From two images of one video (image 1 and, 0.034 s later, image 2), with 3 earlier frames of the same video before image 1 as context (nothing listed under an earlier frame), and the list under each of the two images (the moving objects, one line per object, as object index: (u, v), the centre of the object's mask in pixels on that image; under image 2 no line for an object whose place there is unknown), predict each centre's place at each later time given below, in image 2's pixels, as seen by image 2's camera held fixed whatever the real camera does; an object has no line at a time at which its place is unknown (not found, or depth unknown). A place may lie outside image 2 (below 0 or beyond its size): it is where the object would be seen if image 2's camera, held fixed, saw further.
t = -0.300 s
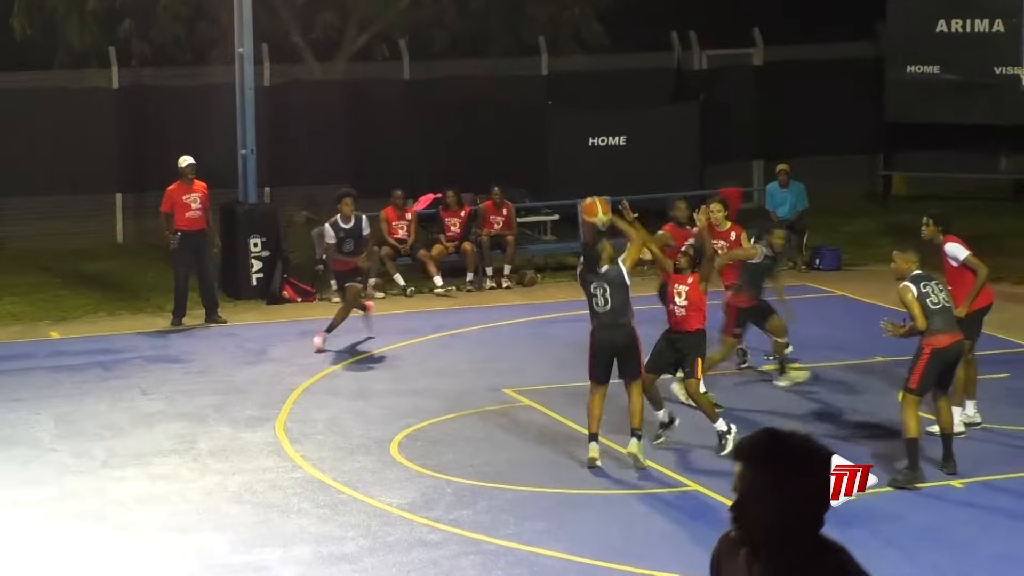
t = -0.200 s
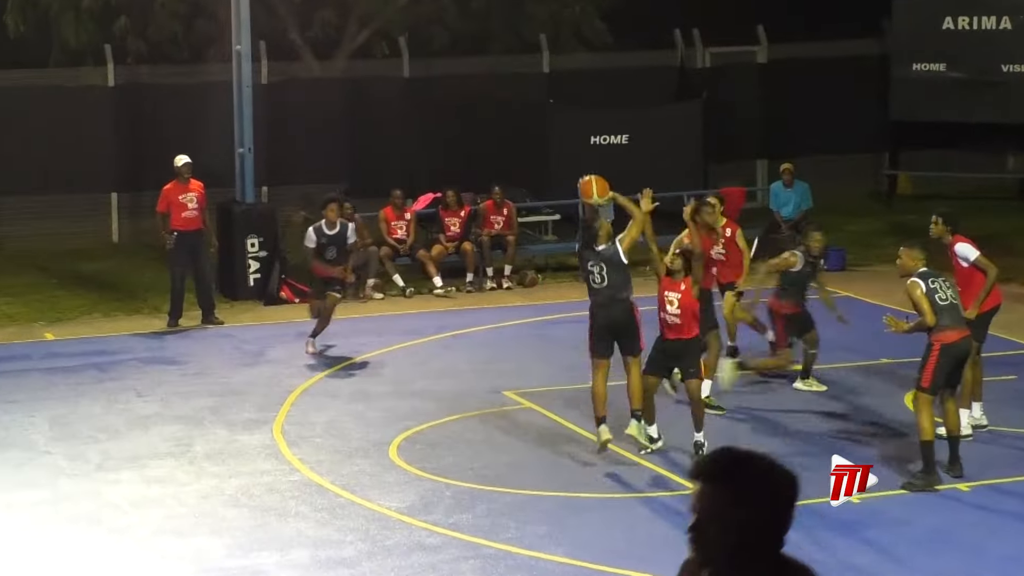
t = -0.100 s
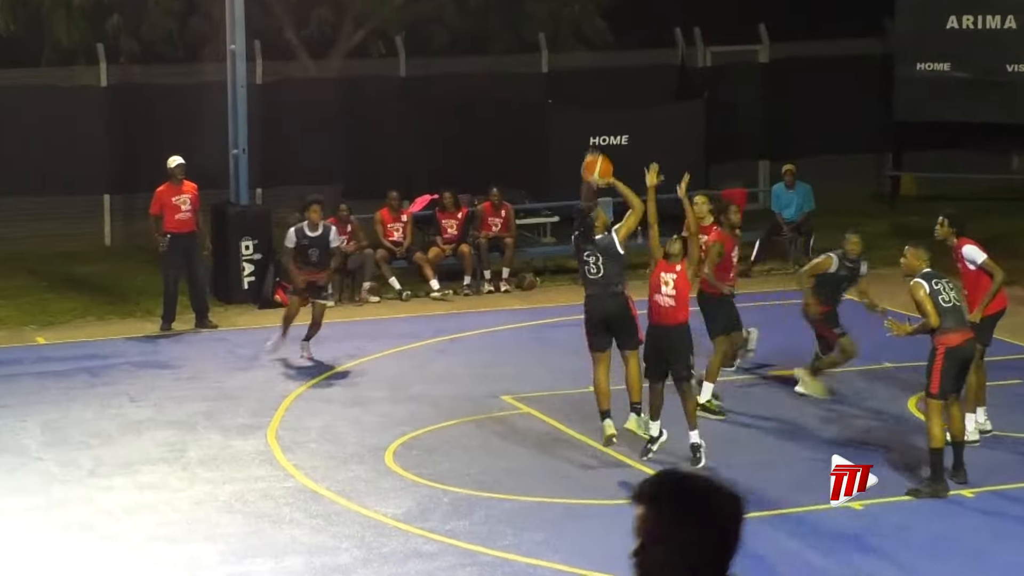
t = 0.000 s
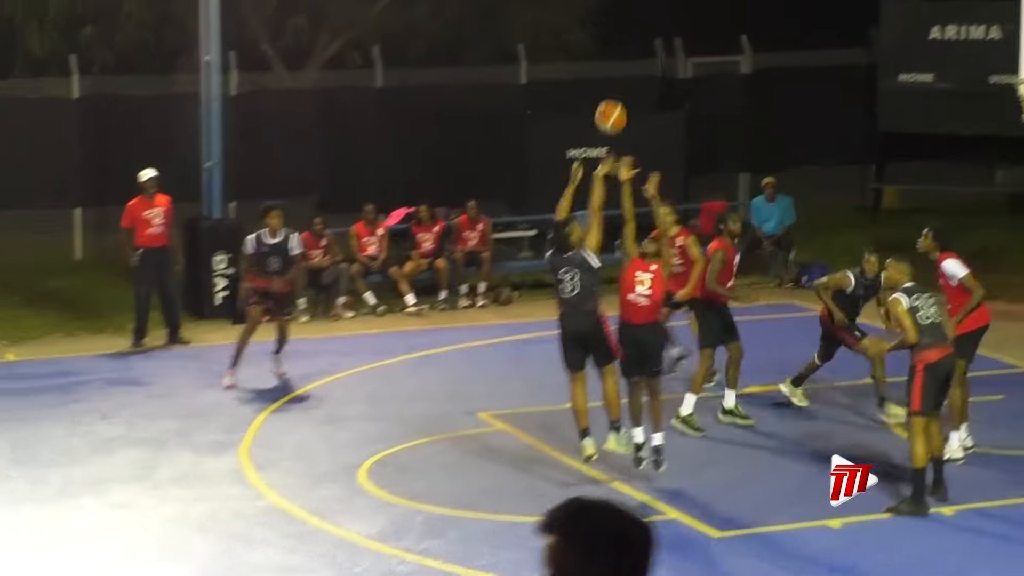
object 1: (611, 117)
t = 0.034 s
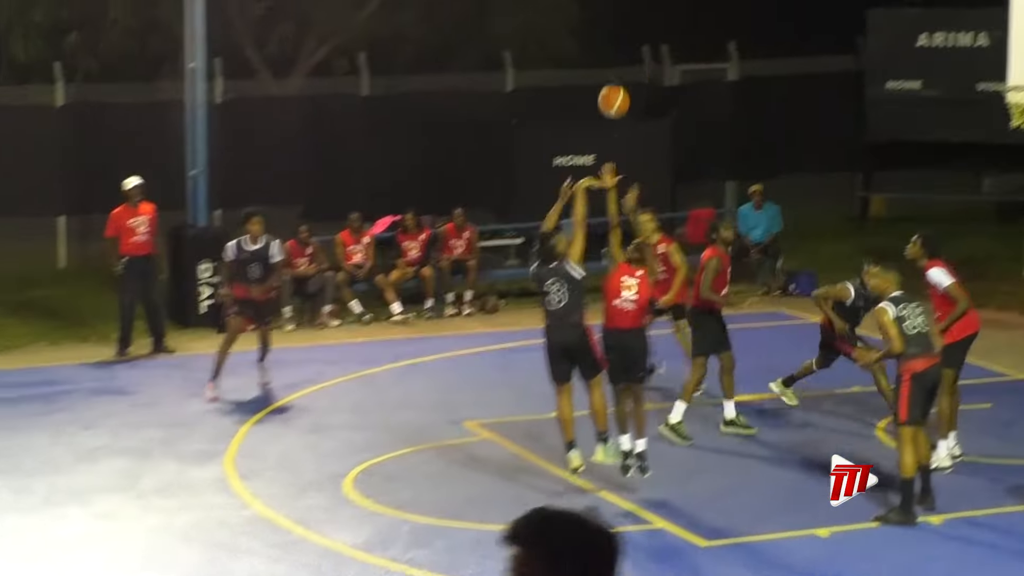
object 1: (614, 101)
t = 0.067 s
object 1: (632, 79)
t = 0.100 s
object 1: (646, 59)
